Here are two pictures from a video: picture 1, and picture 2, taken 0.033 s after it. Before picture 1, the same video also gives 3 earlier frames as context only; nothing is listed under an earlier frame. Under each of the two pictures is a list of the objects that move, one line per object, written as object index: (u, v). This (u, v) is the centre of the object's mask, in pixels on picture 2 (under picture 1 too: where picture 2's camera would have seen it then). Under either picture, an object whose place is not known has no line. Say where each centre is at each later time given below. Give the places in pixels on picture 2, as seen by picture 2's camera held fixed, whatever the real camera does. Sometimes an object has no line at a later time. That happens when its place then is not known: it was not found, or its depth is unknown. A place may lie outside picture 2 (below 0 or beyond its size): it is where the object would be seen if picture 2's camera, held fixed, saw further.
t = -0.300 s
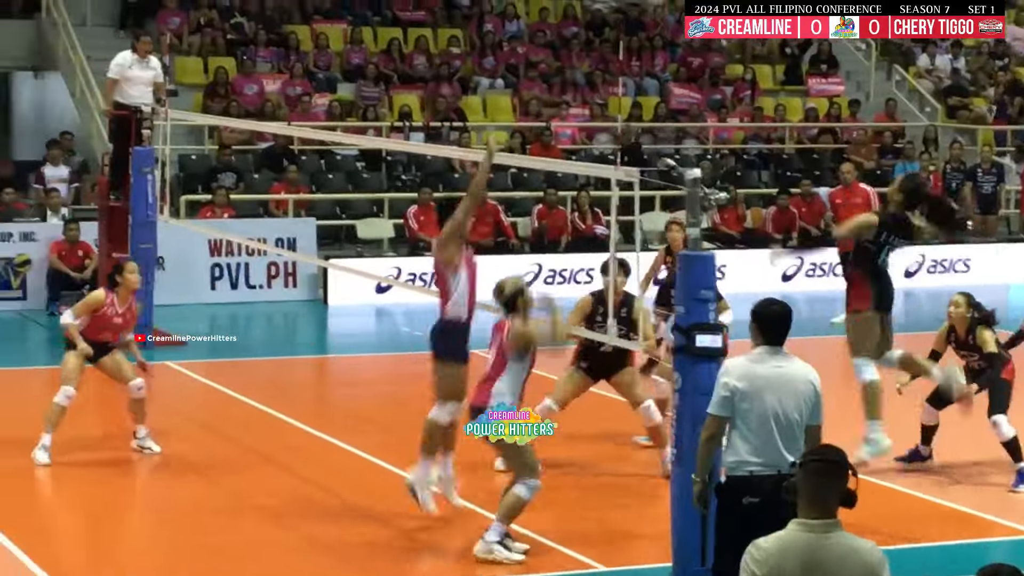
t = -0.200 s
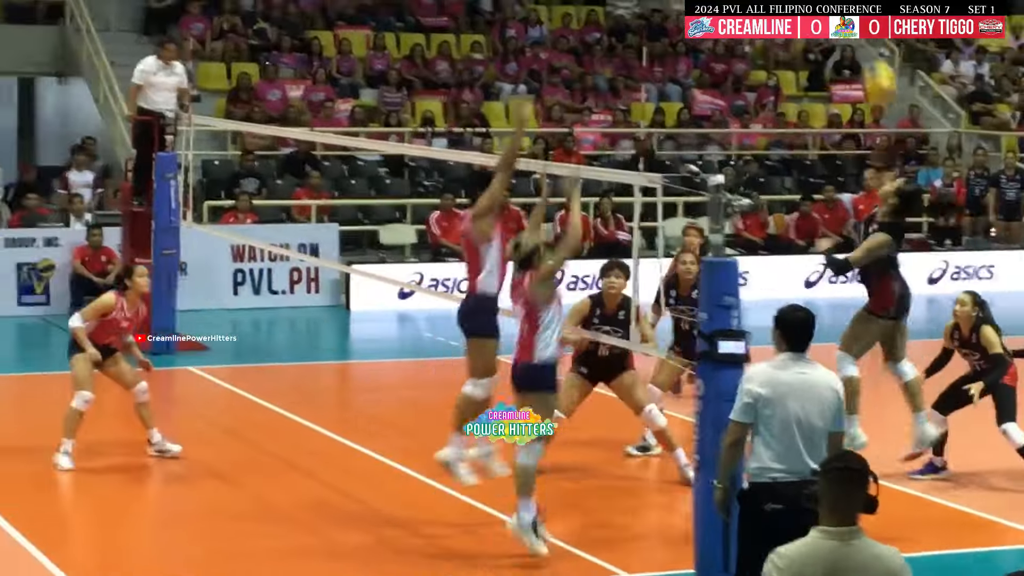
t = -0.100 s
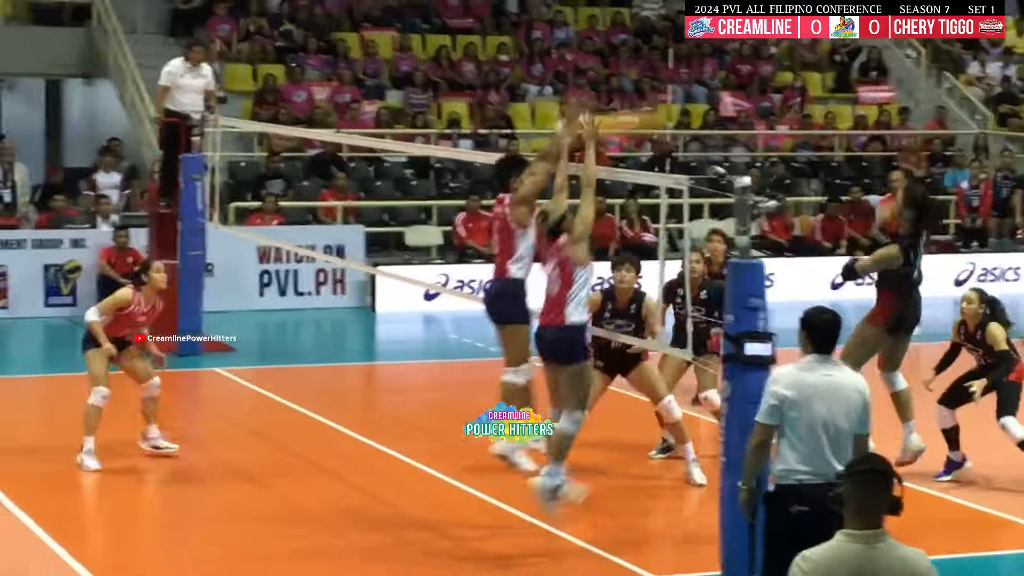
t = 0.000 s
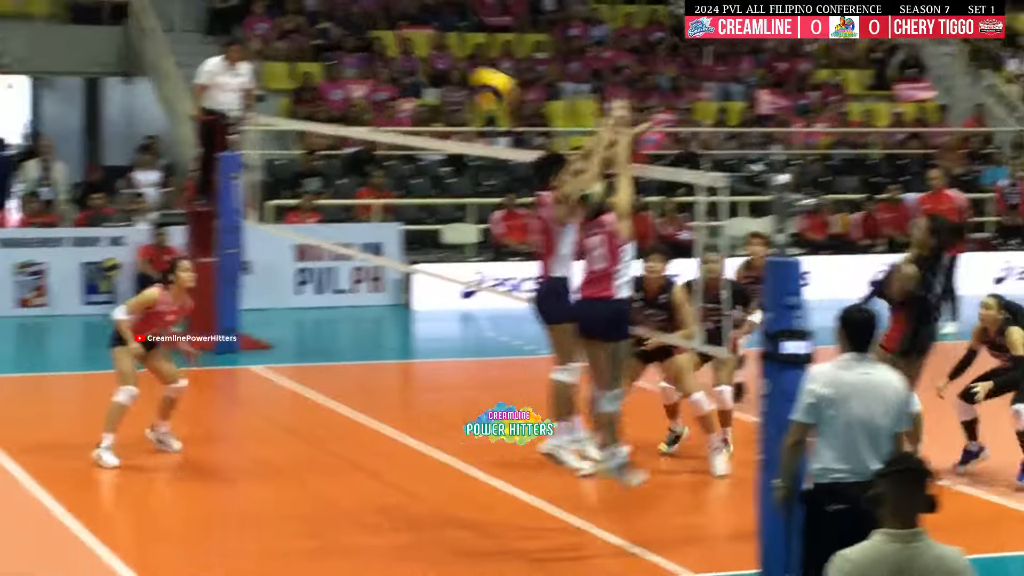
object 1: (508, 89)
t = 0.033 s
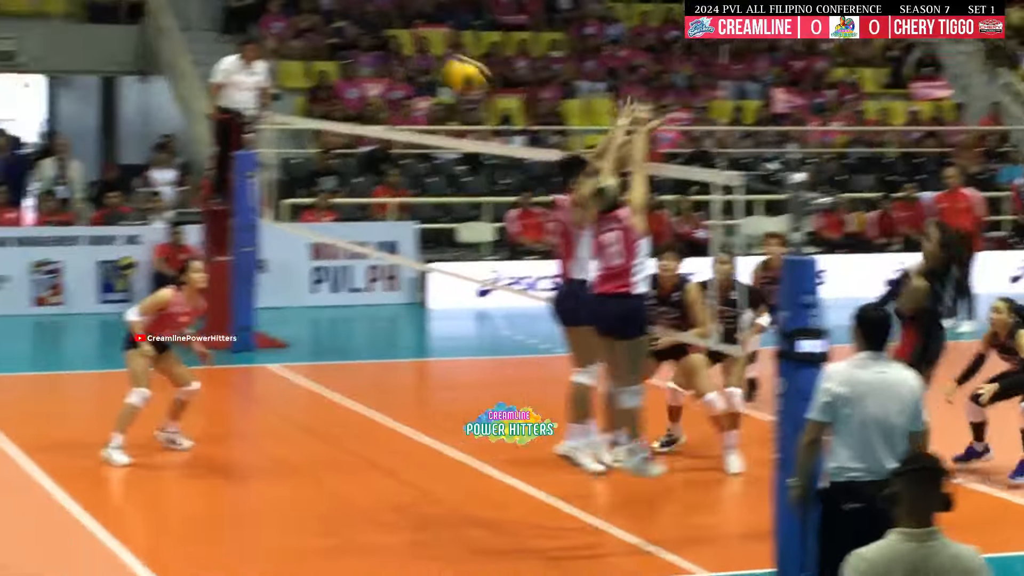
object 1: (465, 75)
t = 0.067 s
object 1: (423, 67)
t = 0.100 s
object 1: (378, 59)
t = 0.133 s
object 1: (337, 55)
